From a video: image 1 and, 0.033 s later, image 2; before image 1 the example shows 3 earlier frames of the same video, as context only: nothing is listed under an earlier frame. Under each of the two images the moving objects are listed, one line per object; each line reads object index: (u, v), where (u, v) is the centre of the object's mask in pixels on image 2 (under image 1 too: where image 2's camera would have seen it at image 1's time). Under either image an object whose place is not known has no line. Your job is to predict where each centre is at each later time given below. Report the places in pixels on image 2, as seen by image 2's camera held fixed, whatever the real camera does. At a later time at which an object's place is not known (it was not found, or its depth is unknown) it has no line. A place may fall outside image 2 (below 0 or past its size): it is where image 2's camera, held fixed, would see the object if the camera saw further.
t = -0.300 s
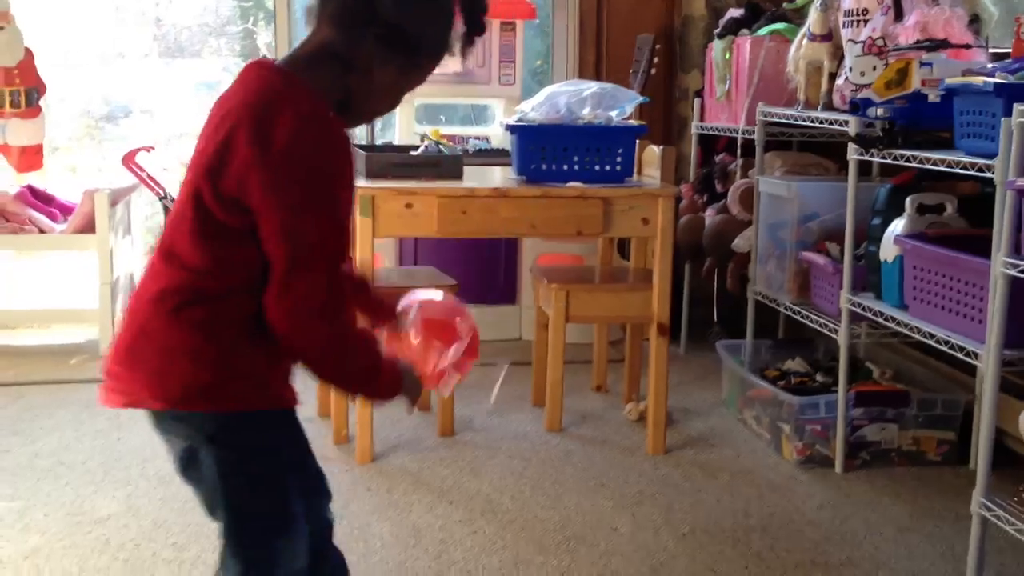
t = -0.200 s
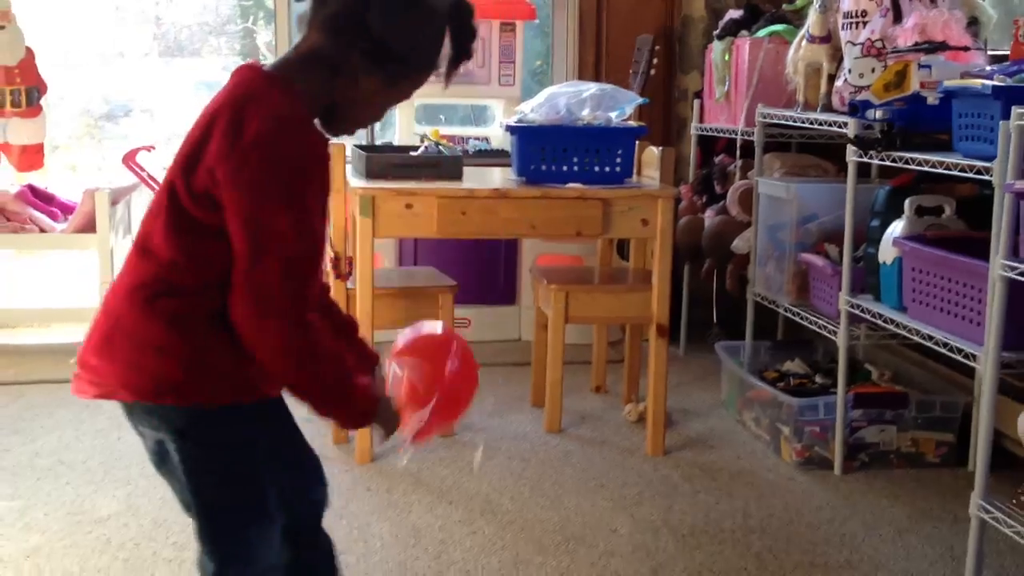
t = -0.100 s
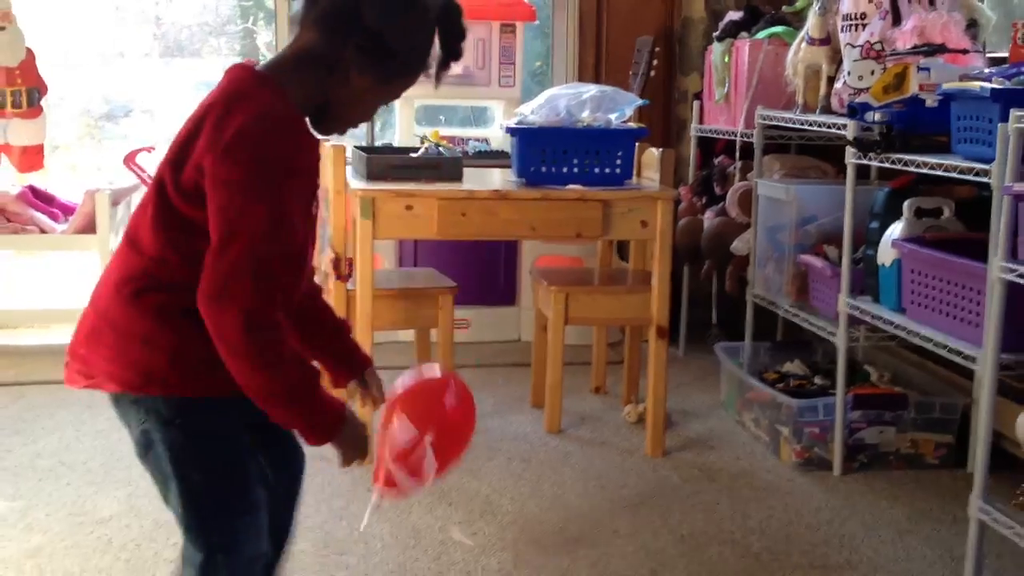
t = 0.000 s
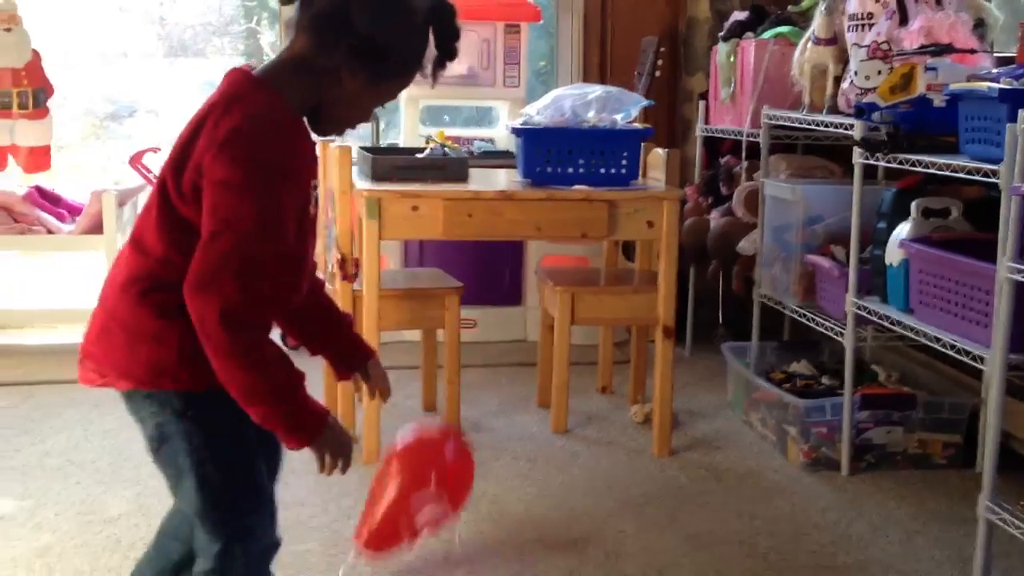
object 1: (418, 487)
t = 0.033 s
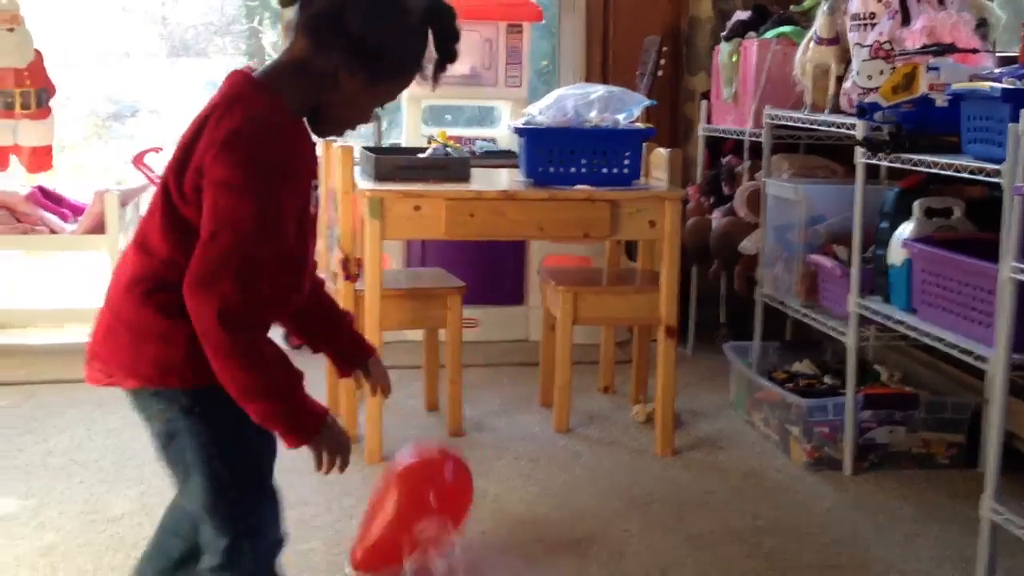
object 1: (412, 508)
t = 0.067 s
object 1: (422, 506)
